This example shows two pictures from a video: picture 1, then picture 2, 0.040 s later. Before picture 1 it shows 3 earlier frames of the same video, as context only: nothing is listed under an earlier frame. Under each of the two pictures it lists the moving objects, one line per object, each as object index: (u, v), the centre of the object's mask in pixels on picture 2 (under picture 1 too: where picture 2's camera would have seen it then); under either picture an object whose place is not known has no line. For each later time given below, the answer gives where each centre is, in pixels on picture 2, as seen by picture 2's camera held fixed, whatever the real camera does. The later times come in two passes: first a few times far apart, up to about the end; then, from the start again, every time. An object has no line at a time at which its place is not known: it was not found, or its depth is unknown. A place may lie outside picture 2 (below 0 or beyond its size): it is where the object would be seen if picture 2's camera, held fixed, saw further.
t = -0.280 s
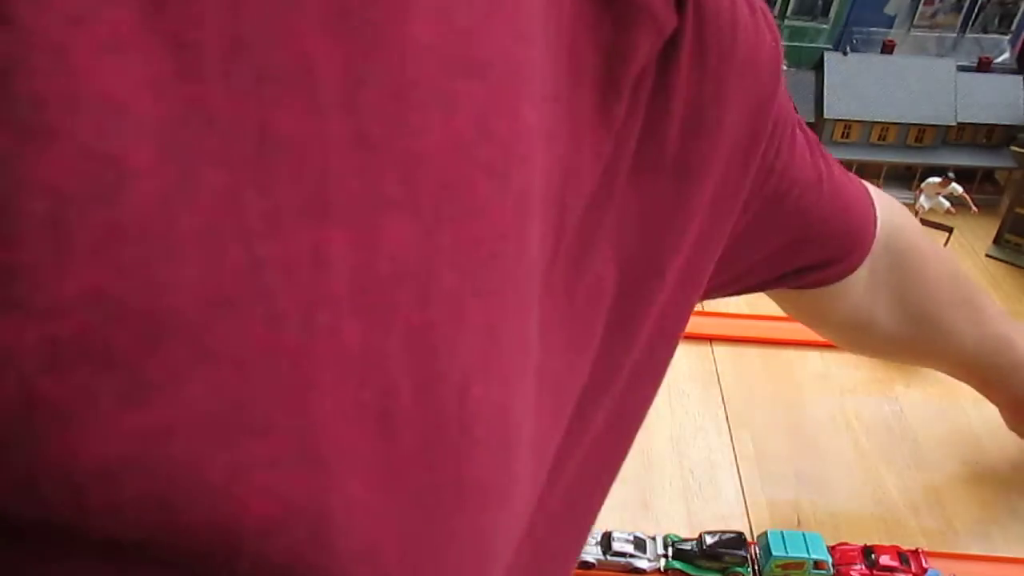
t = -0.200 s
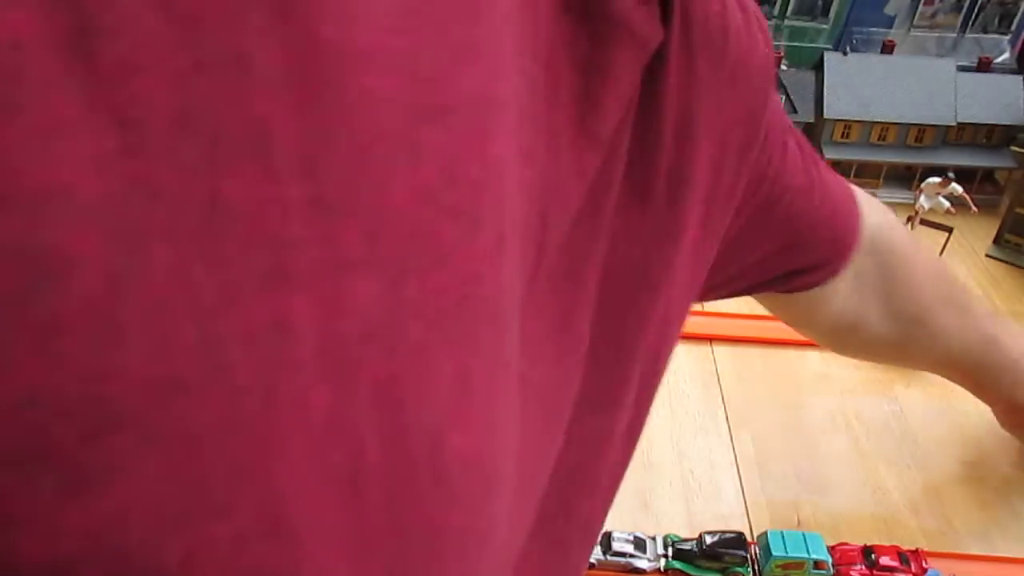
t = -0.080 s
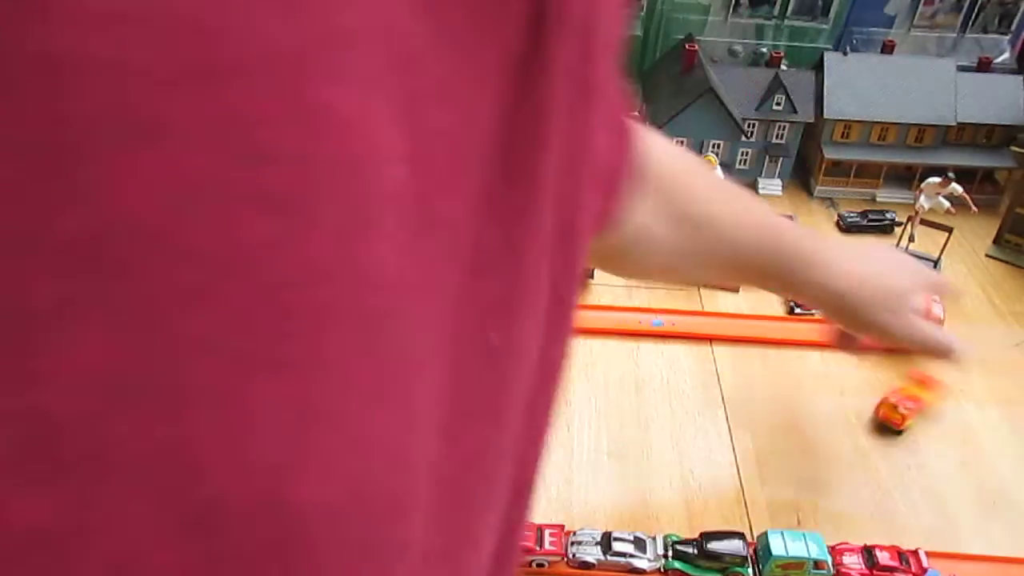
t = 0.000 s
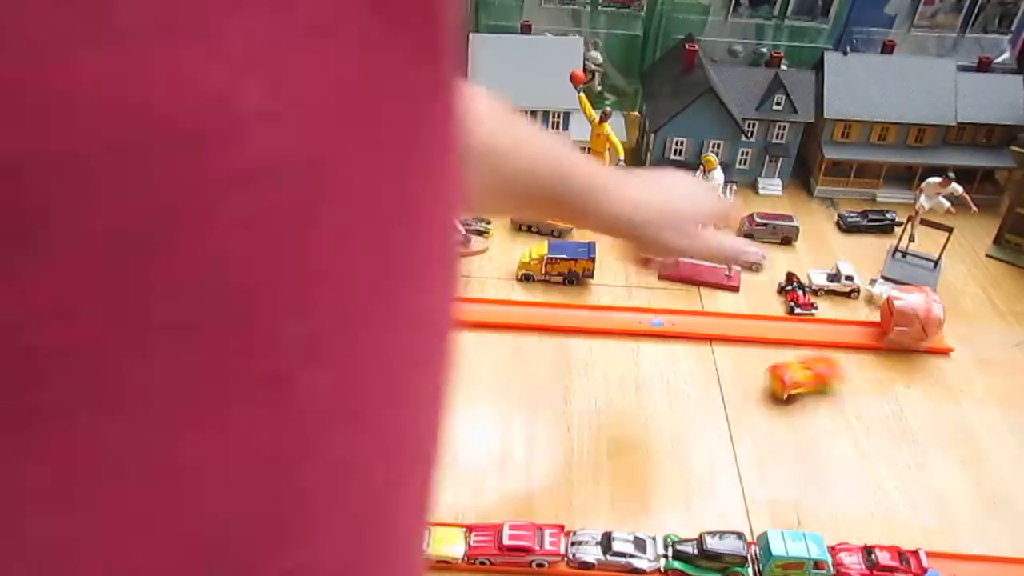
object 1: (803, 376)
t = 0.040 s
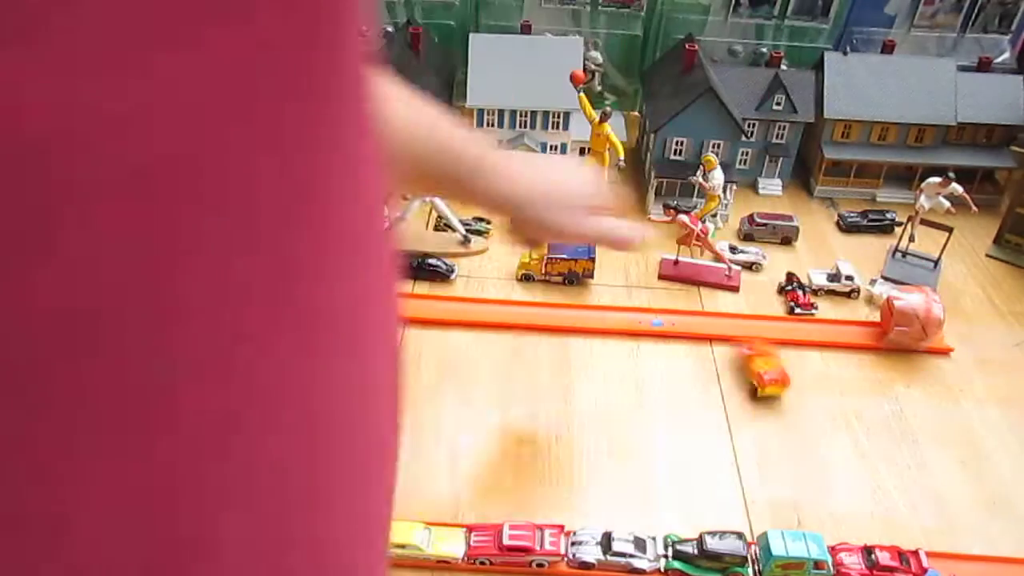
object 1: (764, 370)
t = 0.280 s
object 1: (556, 356)
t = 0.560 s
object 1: (431, 385)
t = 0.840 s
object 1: (420, 386)
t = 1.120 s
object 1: (420, 386)
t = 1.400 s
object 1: (419, 385)
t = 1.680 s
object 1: (419, 386)
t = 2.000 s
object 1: (420, 385)
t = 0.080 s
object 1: (720, 356)
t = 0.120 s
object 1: (674, 351)
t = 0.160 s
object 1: (644, 351)
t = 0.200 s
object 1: (615, 356)
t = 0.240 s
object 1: (584, 355)
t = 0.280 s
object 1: (556, 356)
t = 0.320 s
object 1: (530, 359)
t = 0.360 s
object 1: (505, 362)
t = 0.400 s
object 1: (483, 366)
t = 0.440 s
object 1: (465, 372)
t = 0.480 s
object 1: (449, 377)
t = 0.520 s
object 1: (438, 381)
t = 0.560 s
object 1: (431, 385)
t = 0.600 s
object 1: (426, 387)
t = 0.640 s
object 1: (424, 388)
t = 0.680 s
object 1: (422, 388)
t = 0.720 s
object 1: (421, 387)
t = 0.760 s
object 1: (420, 386)
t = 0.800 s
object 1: (419, 386)
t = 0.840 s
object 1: (420, 386)
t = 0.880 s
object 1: (419, 385)
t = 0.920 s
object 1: (420, 386)
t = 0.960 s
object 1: (419, 385)
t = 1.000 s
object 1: (419, 386)
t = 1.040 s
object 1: (419, 386)
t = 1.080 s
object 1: (419, 385)
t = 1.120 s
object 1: (420, 386)
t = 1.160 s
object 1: (419, 385)
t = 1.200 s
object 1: (419, 386)
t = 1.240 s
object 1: (419, 386)
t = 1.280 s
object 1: (420, 386)
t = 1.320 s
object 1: (419, 385)
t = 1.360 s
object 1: (419, 385)
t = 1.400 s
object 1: (419, 385)
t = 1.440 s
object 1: (420, 386)
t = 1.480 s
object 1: (419, 386)
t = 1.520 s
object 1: (419, 386)
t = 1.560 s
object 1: (420, 386)
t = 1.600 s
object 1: (419, 385)
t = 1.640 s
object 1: (419, 386)
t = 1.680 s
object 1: (419, 386)
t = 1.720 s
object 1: (420, 386)
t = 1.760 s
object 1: (419, 386)
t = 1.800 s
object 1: (420, 386)
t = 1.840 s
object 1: (419, 386)
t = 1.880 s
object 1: (420, 386)
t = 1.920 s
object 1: (420, 385)
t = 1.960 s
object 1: (420, 386)
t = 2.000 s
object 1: (420, 385)
